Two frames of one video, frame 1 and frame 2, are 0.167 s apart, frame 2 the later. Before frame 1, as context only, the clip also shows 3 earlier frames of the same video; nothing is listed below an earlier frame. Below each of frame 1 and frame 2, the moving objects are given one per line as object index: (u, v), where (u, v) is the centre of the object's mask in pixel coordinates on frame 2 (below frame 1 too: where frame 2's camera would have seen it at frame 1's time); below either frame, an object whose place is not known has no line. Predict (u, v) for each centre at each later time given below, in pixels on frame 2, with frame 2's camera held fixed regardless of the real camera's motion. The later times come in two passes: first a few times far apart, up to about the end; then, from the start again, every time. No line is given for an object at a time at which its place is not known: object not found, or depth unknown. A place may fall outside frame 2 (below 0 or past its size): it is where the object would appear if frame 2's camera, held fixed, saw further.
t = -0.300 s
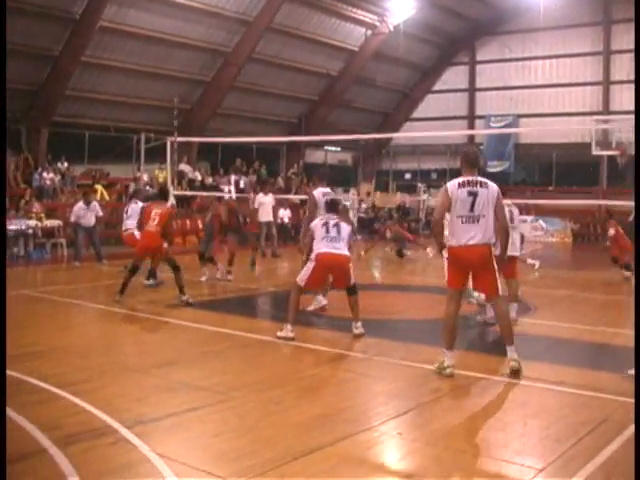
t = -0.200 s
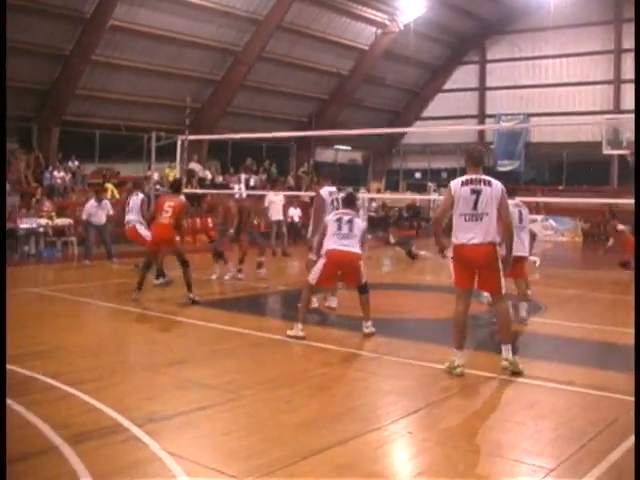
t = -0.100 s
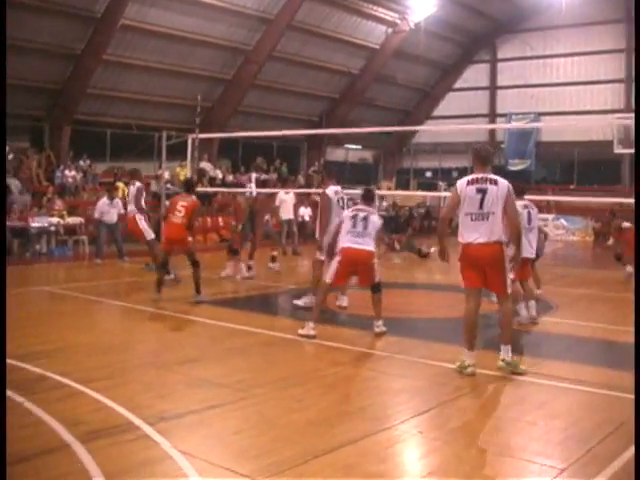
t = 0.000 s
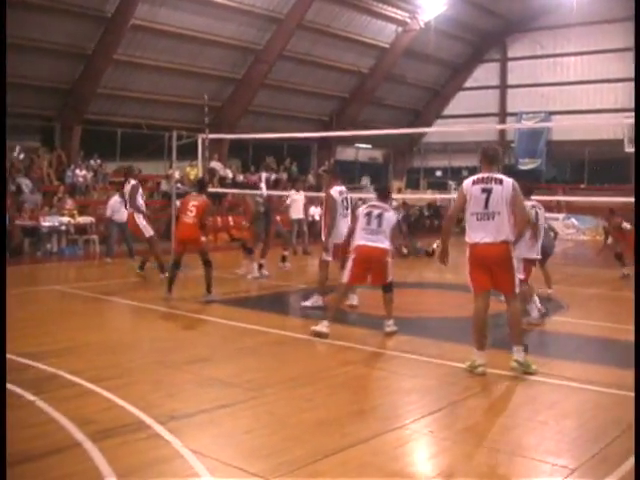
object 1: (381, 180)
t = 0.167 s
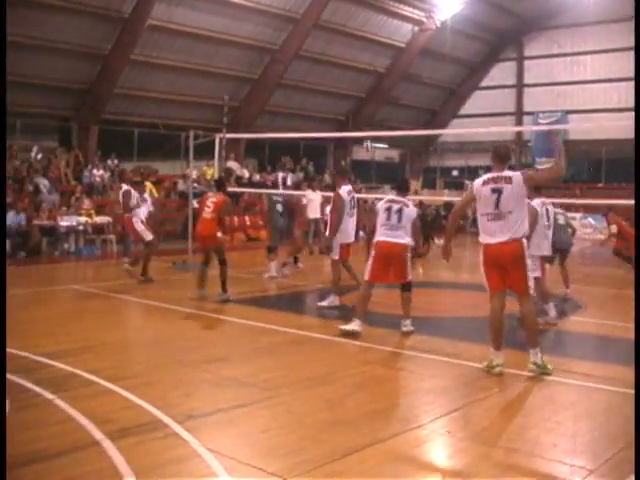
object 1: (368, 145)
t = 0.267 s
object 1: (359, 125)
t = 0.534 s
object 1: (330, 104)
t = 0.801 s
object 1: (293, 127)
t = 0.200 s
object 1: (366, 140)
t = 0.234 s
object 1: (363, 133)
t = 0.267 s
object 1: (359, 125)
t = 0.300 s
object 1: (355, 122)
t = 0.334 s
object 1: (353, 119)
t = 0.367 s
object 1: (350, 115)
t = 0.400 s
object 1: (346, 112)
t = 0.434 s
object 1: (342, 109)
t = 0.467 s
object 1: (339, 107)
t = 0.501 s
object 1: (335, 105)
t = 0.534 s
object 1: (330, 104)
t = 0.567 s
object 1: (326, 104)
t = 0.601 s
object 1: (322, 104)
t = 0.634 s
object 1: (318, 106)
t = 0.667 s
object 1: (313, 108)
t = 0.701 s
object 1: (308, 112)
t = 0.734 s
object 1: (303, 115)
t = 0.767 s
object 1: (297, 121)
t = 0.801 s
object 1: (293, 127)
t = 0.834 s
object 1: (292, 127)
